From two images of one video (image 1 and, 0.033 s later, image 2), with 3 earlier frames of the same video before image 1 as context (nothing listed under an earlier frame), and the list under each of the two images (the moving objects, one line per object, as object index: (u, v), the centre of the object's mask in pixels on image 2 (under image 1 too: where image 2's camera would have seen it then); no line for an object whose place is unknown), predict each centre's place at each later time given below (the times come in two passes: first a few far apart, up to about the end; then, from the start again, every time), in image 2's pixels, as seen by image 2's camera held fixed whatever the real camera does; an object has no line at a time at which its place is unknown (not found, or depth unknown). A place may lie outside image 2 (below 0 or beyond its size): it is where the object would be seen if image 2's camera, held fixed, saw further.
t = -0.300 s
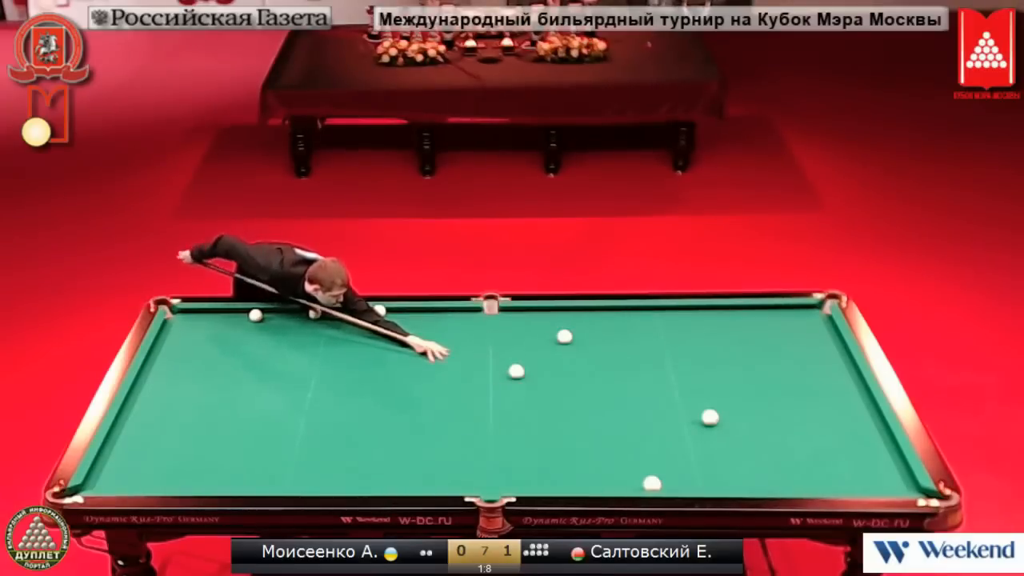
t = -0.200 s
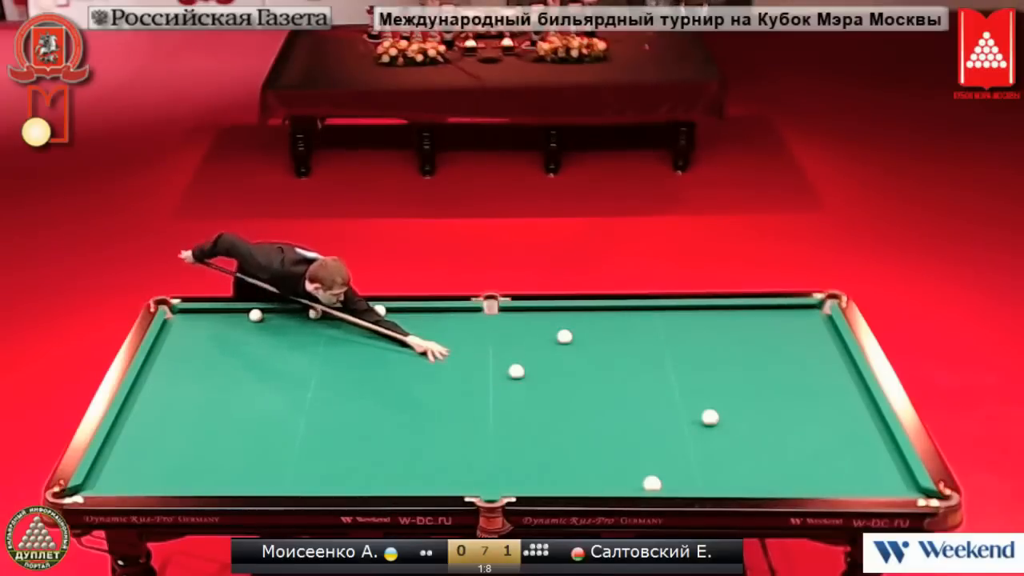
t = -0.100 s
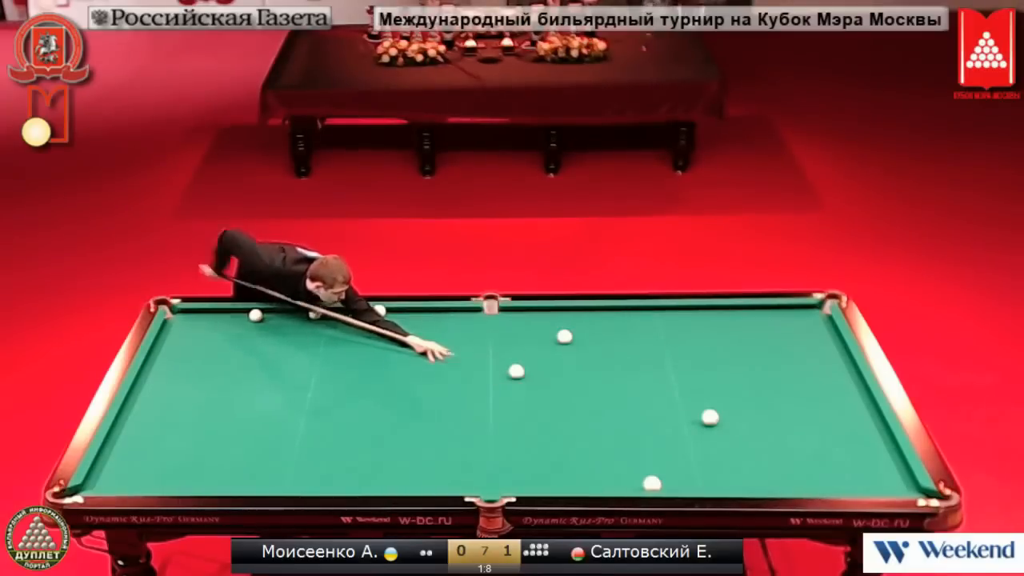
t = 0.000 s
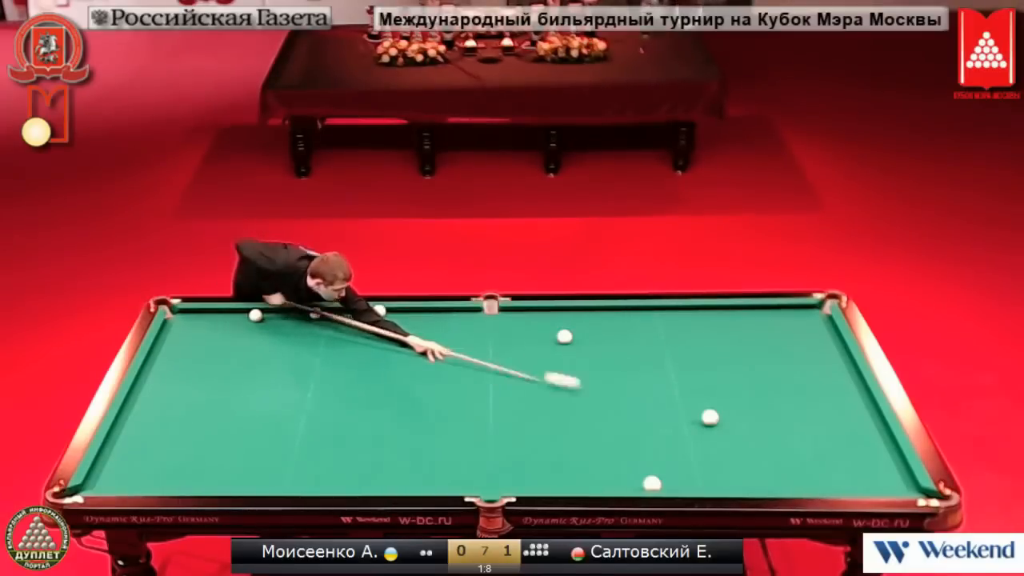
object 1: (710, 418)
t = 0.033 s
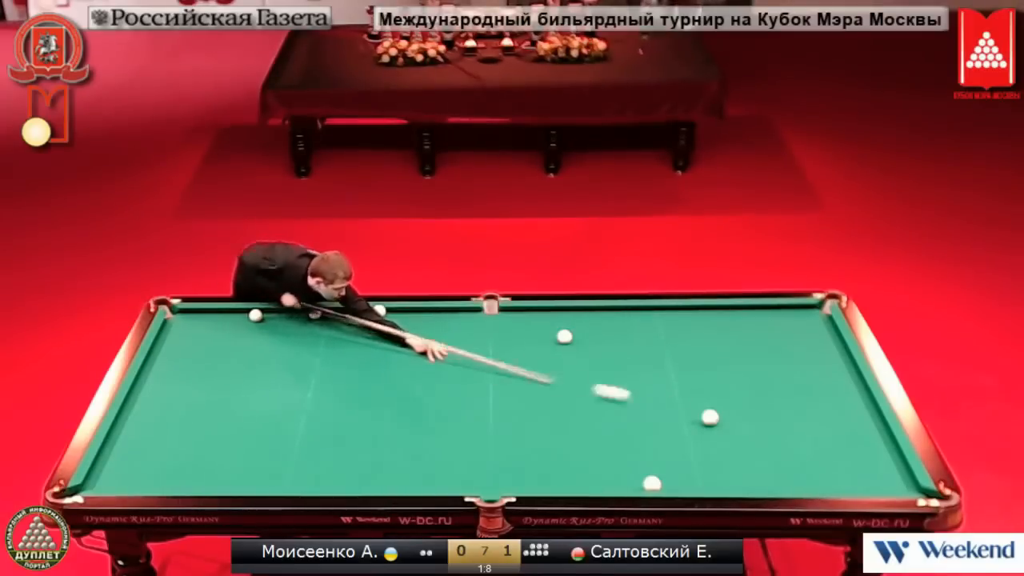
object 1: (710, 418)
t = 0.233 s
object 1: (731, 397)
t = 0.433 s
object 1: (763, 377)
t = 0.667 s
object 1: (785, 358)
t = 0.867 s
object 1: (803, 343)
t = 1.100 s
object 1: (822, 326)
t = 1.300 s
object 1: (815, 314)
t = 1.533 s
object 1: (798, 310)
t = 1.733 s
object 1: (786, 316)
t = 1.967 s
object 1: (773, 322)
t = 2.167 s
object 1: (763, 328)
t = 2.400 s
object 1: (750, 335)
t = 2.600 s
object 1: (739, 341)
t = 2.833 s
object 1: (727, 347)
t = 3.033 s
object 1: (717, 352)
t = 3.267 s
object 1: (706, 358)
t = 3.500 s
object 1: (694, 364)
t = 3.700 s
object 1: (685, 369)
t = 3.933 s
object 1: (674, 375)
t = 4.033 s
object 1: (670, 377)
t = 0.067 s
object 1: (710, 418)
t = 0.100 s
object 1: (700, 411)
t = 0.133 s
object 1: (708, 407)
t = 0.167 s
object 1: (716, 404)
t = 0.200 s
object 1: (724, 400)
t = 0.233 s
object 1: (731, 397)
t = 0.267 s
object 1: (737, 393)
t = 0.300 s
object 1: (743, 390)
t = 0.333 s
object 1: (749, 387)
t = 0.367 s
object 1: (754, 383)
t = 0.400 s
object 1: (758, 380)
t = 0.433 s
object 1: (763, 377)
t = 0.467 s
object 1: (766, 375)
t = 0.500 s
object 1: (770, 372)
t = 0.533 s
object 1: (773, 369)
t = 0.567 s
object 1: (776, 366)
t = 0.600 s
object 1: (779, 363)
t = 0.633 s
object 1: (782, 361)
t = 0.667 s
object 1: (785, 358)
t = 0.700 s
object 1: (788, 355)
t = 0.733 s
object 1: (791, 353)
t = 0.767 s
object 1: (794, 350)
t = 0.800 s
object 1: (797, 348)
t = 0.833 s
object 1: (800, 345)
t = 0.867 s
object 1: (803, 343)
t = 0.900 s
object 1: (806, 340)
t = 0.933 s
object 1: (808, 338)
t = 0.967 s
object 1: (811, 335)
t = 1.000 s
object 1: (814, 333)
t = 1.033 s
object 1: (816, 330)
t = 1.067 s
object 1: (819, 328)
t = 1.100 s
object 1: (822, 326)
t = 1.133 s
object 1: (824, 323)
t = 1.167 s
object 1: (827, 321)
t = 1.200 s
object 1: (824, 319)
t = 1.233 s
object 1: (821, 317)
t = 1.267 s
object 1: (817, 315)
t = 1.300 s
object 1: (815, 314)
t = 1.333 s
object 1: (811, 312)
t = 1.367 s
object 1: (809, 310)
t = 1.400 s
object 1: (806, 309)
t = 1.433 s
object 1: (803, 307)
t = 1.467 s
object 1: (801, 307)
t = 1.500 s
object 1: (799, 309)
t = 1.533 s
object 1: (798, 310)
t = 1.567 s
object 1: (796, 311)
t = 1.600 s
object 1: (794, 312)
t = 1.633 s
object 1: (792, 313)
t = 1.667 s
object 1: (790, 314)
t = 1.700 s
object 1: (788, 315)
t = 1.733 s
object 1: (786, 316)
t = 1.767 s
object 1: (784, 317)
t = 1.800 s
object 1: (783, 317)
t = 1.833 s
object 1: (781, 318)
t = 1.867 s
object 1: (779, 319)
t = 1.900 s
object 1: (777, 321)
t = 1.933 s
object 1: (775, 321)
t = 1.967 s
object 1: (773, 322)
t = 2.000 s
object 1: (771, 323)
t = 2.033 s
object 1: (770, 324)
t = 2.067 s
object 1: (768, 325)
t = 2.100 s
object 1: (766, 326)
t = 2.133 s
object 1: (764, 327)
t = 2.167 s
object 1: (763, 328)
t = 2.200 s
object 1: (761, 329)
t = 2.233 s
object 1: (759, 330)
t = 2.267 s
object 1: (757, 331)
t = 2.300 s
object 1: (755, 332)
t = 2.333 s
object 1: (754, 333)
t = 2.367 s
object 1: (752, 334)
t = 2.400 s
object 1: (750, 335)
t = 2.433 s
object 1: (748, 336)
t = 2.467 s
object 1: (746, 337)
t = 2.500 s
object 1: (745, 338)
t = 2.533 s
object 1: (743, 339)
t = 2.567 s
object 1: (741, 340)
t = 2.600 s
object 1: (739, 341)
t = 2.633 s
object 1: (738, 342)
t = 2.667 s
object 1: (736, 342)
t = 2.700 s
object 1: (734, 343)
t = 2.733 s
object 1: (733, 344)
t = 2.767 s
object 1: (731, 345)
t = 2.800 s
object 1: (729, 346)
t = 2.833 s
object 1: (727, 347)
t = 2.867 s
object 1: (726, 348)
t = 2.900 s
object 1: (724, 349)
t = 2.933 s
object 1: (722, 350)
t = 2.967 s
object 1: (721, 351)
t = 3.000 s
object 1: (719, 351)
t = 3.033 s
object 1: (717, 352)
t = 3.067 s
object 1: (716, 353)
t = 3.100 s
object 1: (714, 354)
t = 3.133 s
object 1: (712, 355)
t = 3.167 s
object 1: (711, 356)
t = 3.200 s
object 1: (709, 357)
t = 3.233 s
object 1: (707, 357)
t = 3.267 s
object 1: (706, 358)
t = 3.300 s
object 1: (704, 359)
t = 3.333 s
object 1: (702, 360)
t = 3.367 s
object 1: (701, 361)
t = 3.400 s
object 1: (699, 362)
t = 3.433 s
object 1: (698, 363)
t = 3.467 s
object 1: (696, 364)
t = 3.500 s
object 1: (694, 364)
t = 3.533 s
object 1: (693, 365)
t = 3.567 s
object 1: (691, 366)
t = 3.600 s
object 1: (690, 367)
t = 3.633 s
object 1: (688, 368)
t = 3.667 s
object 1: (687, 369)
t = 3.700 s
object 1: (685, 369)
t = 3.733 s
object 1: (684, 370)
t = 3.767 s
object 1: (682, 371)
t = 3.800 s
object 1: (681, 372)
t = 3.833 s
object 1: (679, 373)
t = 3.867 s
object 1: (677, 373)
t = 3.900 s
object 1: (676, 374)
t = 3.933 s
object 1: (674, 375)
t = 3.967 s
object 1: (673, 376)
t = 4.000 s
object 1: (671, 376)
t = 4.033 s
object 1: (670, 377)
